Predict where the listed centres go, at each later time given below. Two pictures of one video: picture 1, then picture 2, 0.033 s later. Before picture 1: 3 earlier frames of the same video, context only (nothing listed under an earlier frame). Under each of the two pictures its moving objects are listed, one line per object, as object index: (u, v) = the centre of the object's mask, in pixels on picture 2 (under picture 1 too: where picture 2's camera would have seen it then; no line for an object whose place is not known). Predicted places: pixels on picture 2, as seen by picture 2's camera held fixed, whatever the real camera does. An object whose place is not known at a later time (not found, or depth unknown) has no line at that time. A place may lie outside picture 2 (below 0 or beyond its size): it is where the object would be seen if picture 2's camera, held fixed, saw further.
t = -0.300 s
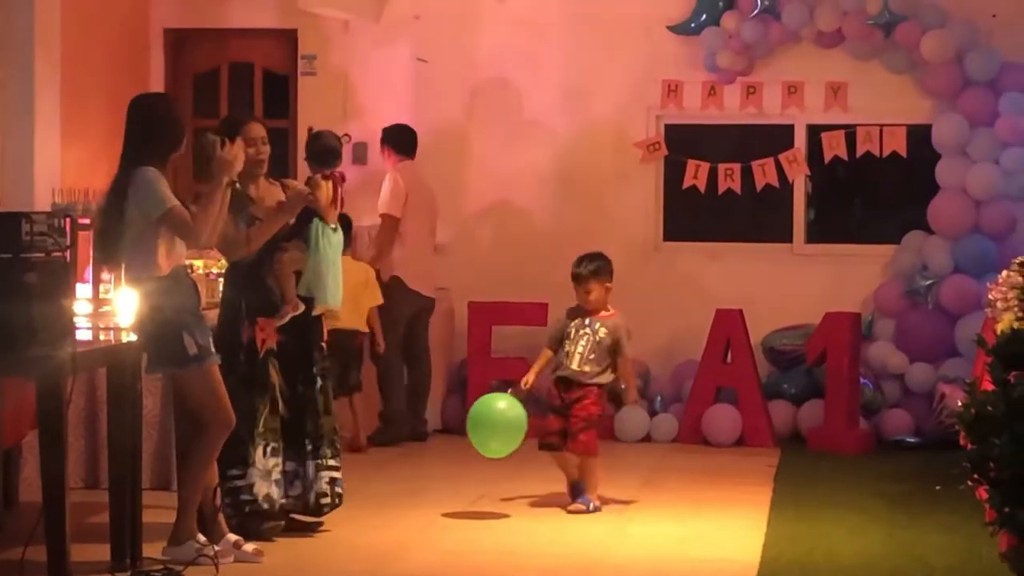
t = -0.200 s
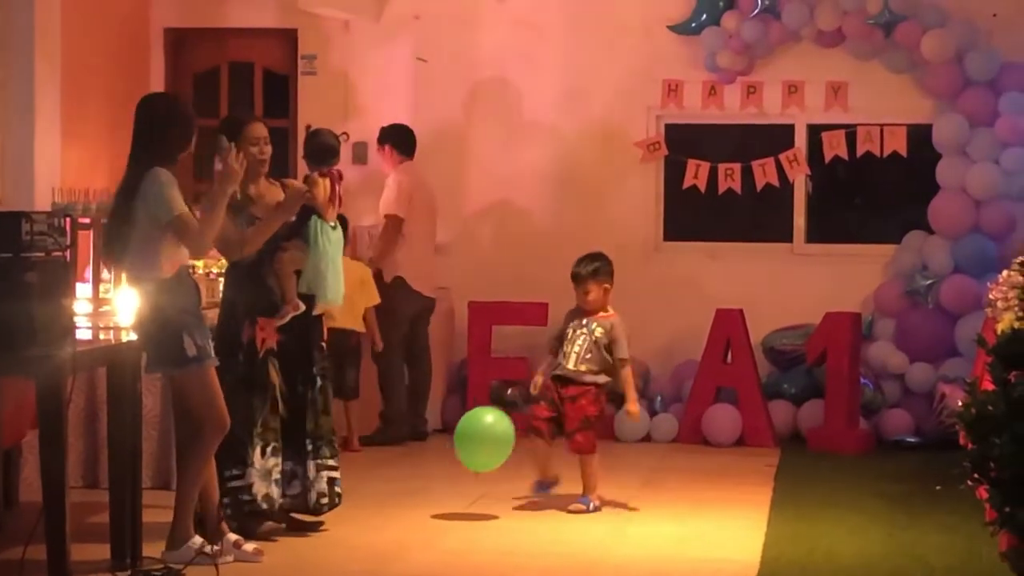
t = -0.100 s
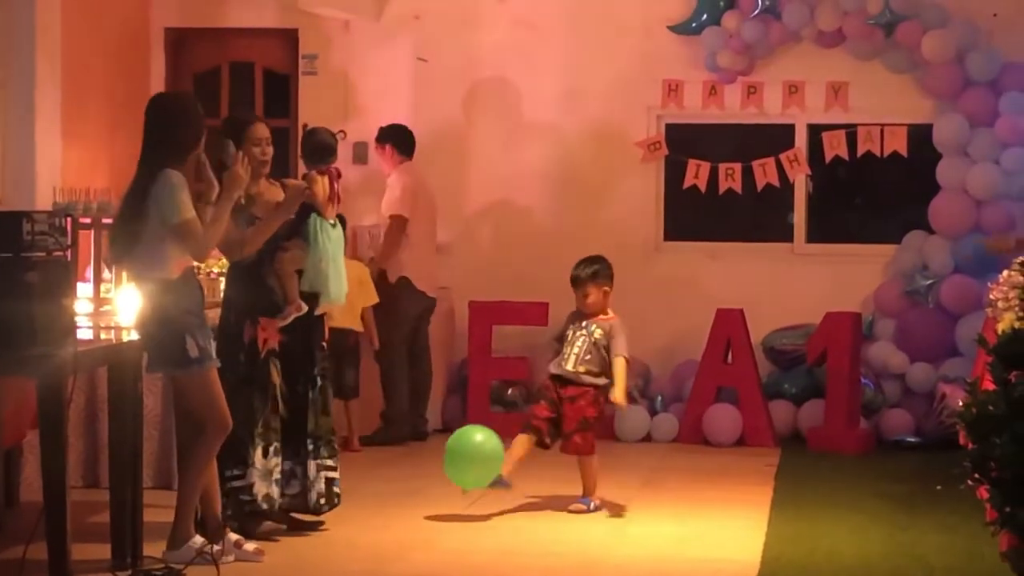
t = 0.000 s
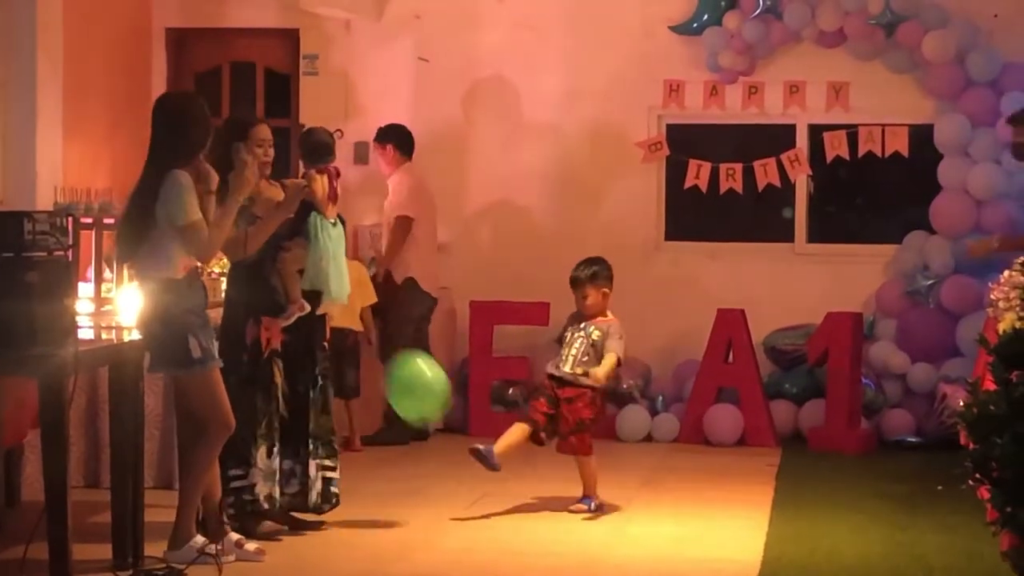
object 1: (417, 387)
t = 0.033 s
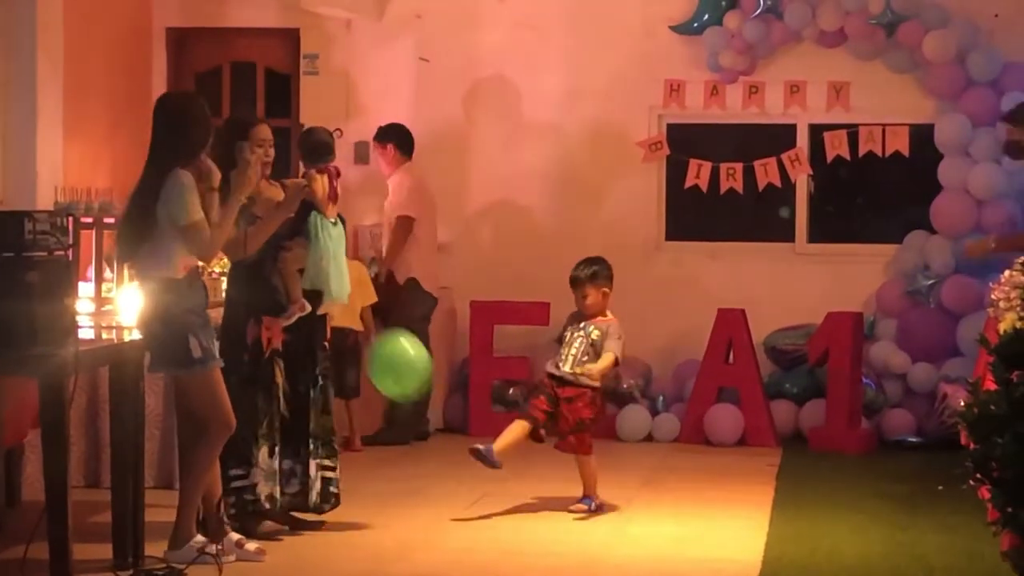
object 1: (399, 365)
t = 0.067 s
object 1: (384, 346)
